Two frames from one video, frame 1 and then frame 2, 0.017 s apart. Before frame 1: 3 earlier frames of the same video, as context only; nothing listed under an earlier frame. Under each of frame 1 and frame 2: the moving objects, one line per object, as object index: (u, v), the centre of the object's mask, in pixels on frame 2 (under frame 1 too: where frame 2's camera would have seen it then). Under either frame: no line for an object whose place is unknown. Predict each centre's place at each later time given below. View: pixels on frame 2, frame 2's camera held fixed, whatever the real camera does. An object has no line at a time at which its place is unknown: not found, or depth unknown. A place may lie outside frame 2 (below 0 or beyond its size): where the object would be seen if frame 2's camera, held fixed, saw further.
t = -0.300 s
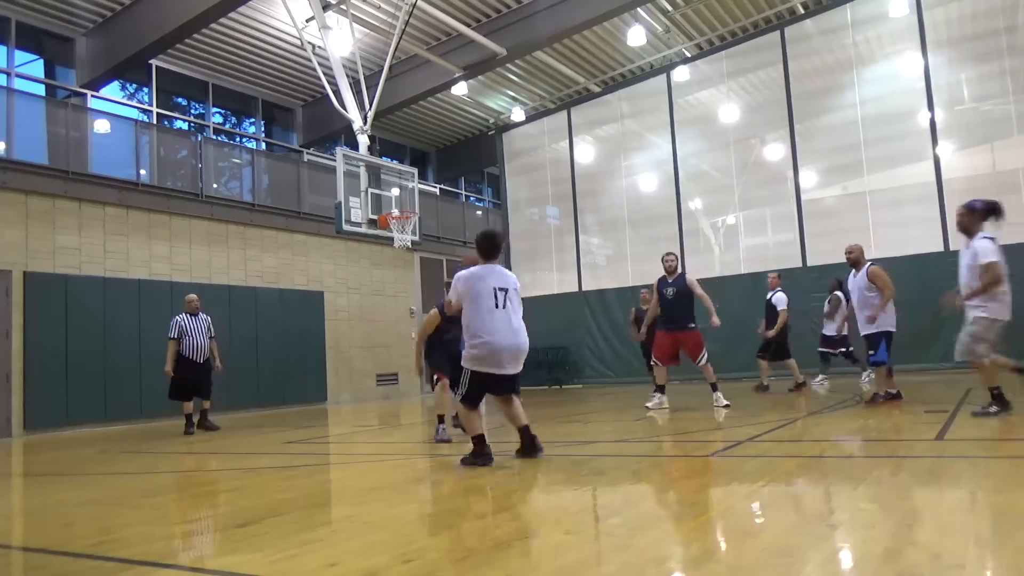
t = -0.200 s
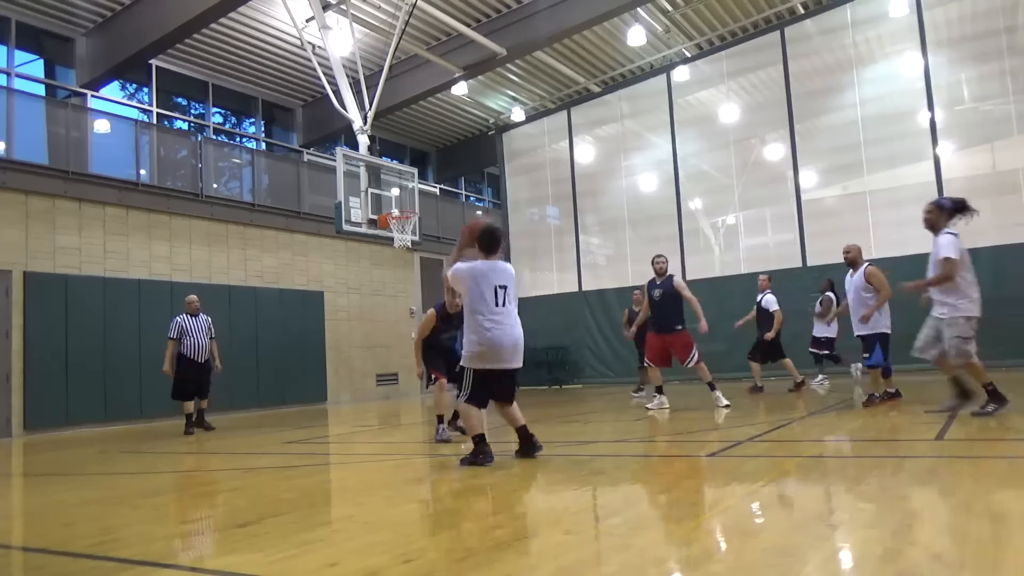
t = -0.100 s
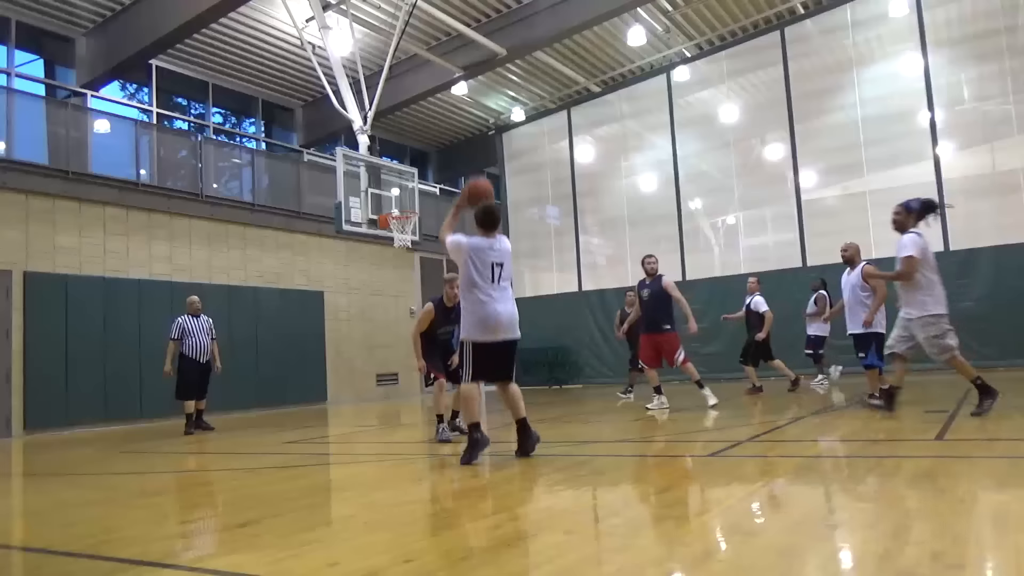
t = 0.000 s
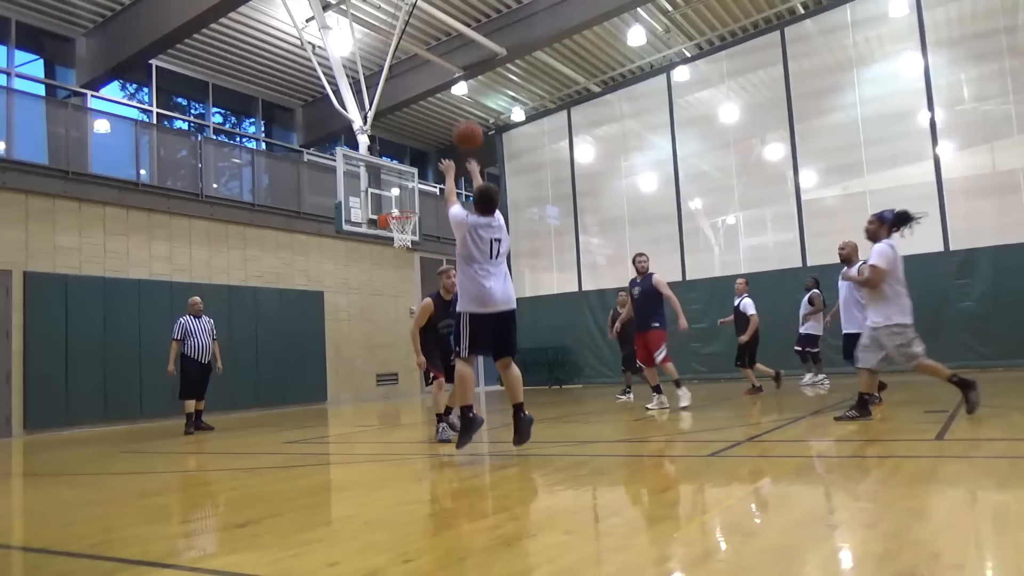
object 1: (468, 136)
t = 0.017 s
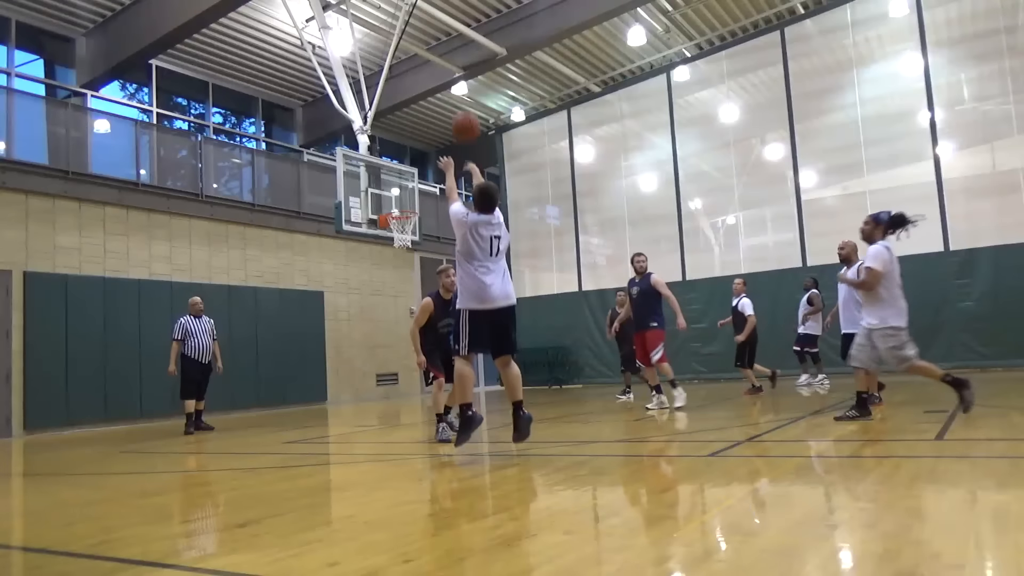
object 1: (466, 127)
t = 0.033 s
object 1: (464, 118)
